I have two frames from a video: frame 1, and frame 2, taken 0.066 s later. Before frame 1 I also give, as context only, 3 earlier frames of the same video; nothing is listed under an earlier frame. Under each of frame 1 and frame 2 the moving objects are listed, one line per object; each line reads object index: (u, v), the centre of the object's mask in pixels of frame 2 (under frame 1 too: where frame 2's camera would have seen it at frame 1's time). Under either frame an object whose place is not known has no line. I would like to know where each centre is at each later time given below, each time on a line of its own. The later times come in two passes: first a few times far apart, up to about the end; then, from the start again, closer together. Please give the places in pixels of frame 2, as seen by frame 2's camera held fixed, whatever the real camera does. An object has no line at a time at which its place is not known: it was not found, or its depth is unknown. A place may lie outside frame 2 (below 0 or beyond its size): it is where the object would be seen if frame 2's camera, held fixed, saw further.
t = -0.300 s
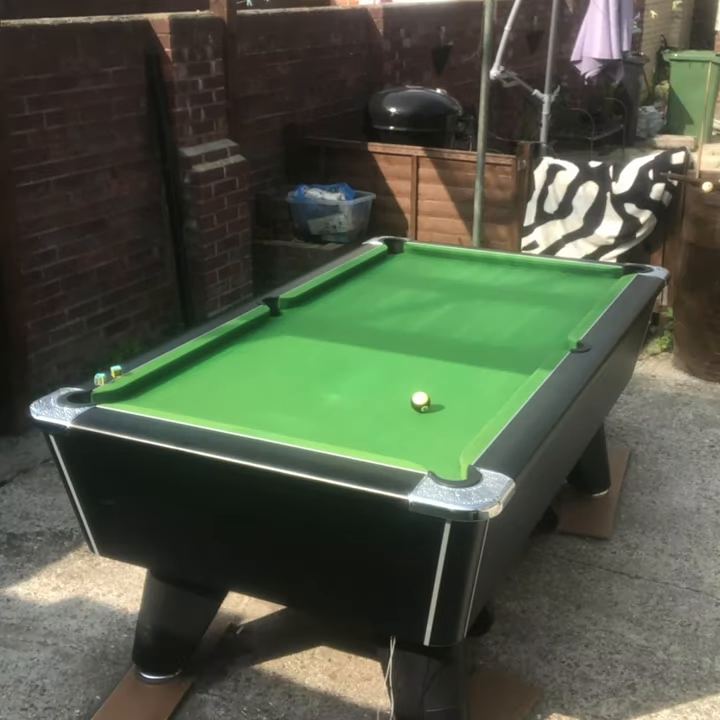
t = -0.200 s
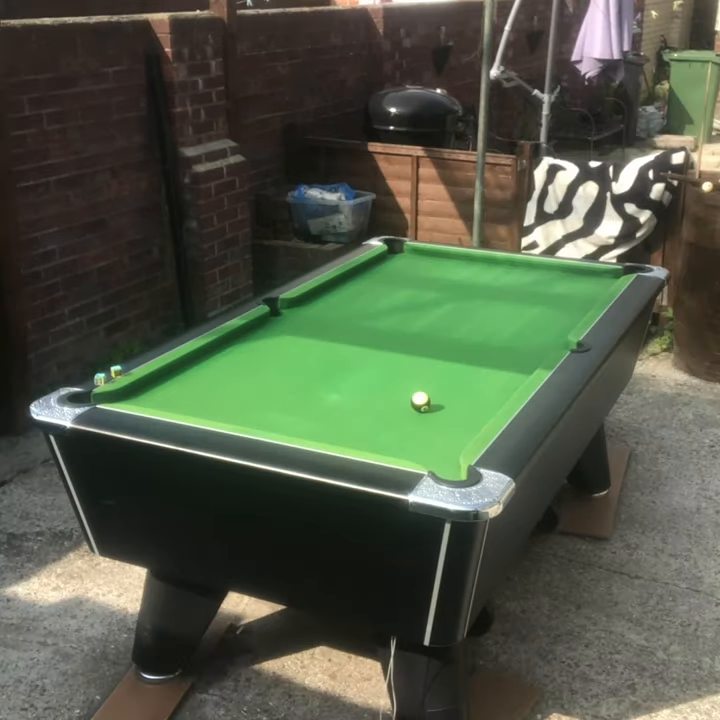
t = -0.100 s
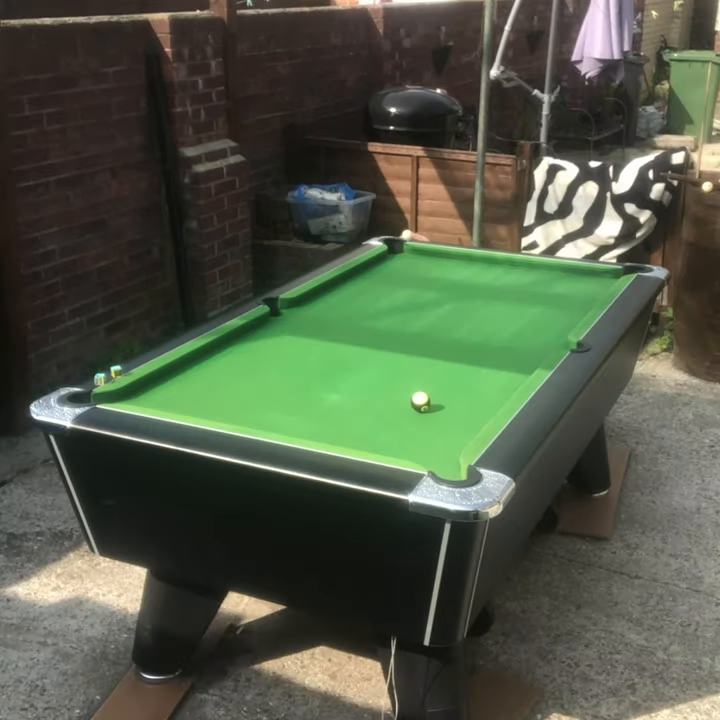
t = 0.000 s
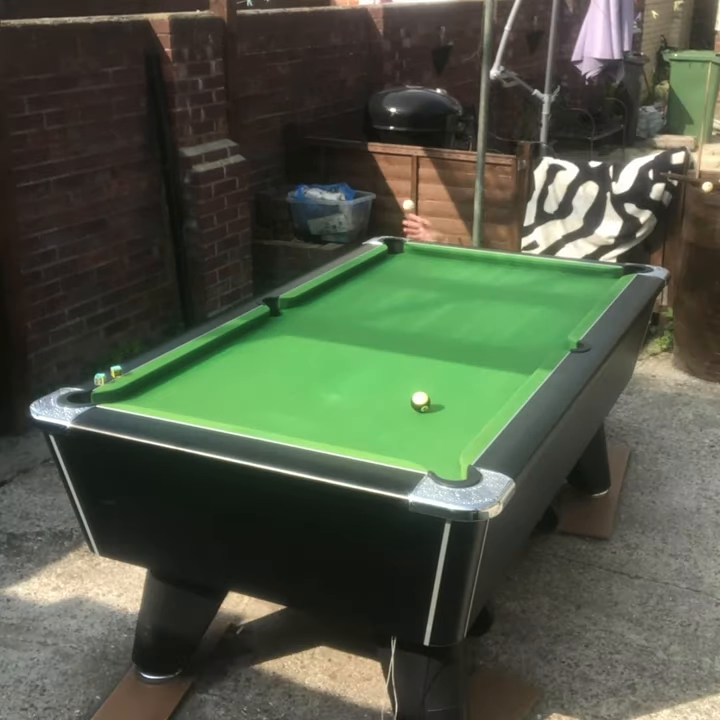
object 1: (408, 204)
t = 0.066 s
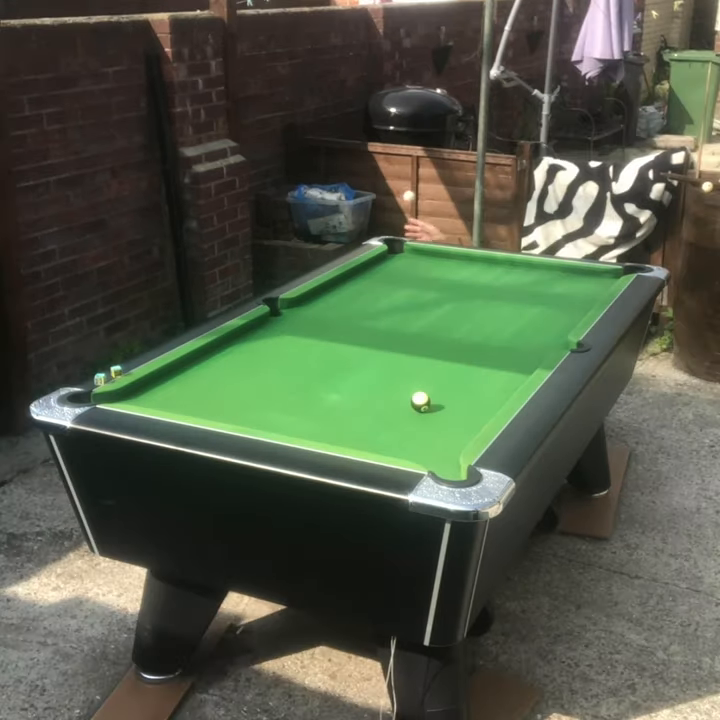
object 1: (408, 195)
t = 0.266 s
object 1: (409, 234)
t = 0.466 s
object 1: (409, 275)
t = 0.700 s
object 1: (411, 315)
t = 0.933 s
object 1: (414, 352)
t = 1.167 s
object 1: (414, 391)
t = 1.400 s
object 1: (403, 397)
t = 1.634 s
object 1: (393, 404)
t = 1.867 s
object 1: (384, 411)
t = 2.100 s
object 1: (376, 418)
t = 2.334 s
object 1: (370, 425)
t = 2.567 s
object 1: (366, 430)
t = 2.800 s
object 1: (363, 434)
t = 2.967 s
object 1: (362, 436)
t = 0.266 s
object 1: (409, 234)
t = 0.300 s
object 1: (409, 250)
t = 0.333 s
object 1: (409, 263)
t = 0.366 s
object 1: (409, 261)
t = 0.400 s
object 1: (409, 263)
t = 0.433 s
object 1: (409, 267)
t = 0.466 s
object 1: (409, 275)
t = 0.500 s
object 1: (410, 285)
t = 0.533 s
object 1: (410, 290)
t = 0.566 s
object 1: (410, 293)
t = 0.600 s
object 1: (411, 299)
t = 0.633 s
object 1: (411, 305)
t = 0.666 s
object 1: (411, 309)
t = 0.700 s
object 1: (411, 315)
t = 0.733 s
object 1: (412, 320)
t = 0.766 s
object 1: (412, 324)
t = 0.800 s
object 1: (413, 330)
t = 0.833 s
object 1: (413, 335)
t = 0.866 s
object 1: (413, 341)
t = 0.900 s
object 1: (413, 346)
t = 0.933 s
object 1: (414, 352)
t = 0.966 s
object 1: (414, 357)
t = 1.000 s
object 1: (414, 363)
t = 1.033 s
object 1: (415, 369)
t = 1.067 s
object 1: (415, 376)
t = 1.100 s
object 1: (415, 382)
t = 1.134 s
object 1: (415, 387)
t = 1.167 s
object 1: (414, 391)
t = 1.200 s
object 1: (413, 392)
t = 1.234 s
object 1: (411, 392)
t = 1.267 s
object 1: (409, 393)
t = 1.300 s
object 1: (407, 394)
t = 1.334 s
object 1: (406, 395)
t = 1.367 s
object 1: (404, 396)
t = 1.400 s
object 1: (403, 397)
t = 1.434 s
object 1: (401, 398)
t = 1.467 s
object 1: (400, 400)
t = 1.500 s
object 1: (398, 400)
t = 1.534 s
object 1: (397, 402)
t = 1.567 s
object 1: (395, 403)
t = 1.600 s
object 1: (394, 403)
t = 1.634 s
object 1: (393, 404)
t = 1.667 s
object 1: (391, 405)
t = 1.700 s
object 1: (390, 406)
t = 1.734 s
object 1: (389, 407)
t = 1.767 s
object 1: (387, 408)
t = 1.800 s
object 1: (386, 409)
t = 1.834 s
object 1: (385, 410)
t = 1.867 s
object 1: (384, 411)
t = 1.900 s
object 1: (382, 412)
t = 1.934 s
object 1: (381, 413)
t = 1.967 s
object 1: (380, 414)
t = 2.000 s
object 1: (379, 415)
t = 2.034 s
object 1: (378, 416)
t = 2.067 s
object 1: (377, 417)
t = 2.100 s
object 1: (376, 418)
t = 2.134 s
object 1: (375, 419)
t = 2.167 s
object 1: (374, 420)
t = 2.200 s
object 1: (374, 421)
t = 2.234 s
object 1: (373, 422)
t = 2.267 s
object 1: (372, 423)
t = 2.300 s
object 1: (371, 424)
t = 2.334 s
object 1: (370, 425)
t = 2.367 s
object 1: (370, 426)
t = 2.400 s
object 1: (369, 426)
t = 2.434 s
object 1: (368, 427)
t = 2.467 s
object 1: (368, 428)
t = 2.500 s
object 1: (367, 428)
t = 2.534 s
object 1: (367, 429)
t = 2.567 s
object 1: (366, 430)
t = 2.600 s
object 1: (366, 431)
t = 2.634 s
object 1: (366, 431)
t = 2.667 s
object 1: (365, 432)
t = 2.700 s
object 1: (365, 432)
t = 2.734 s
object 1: (364, 433)
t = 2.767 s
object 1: (364, 434)
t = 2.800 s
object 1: (363, 434)
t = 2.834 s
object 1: (363, 435)
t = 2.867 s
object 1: (363, 435)
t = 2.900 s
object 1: (362, 436)
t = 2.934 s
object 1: (362, 436)
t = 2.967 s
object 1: (362, 436)
